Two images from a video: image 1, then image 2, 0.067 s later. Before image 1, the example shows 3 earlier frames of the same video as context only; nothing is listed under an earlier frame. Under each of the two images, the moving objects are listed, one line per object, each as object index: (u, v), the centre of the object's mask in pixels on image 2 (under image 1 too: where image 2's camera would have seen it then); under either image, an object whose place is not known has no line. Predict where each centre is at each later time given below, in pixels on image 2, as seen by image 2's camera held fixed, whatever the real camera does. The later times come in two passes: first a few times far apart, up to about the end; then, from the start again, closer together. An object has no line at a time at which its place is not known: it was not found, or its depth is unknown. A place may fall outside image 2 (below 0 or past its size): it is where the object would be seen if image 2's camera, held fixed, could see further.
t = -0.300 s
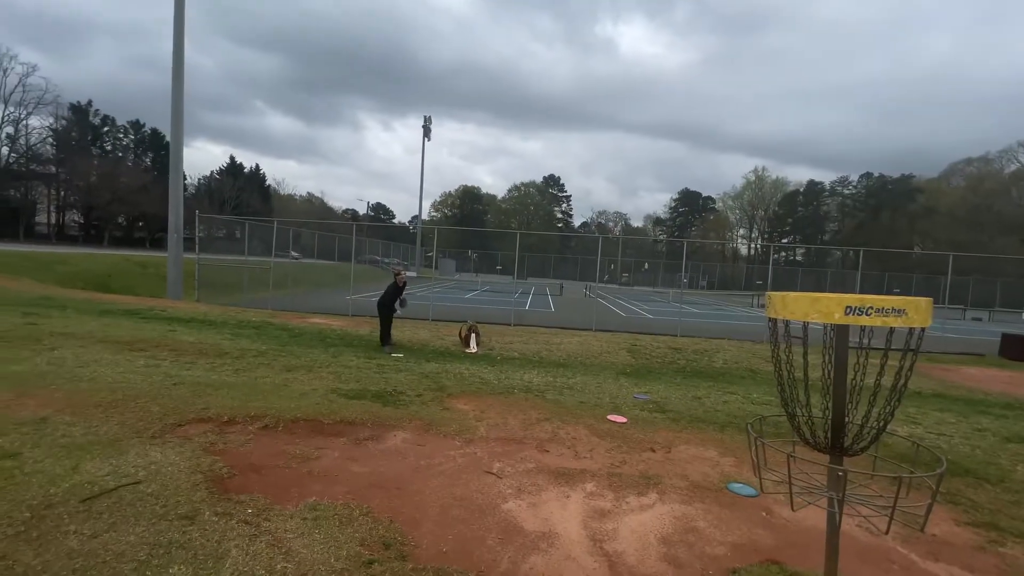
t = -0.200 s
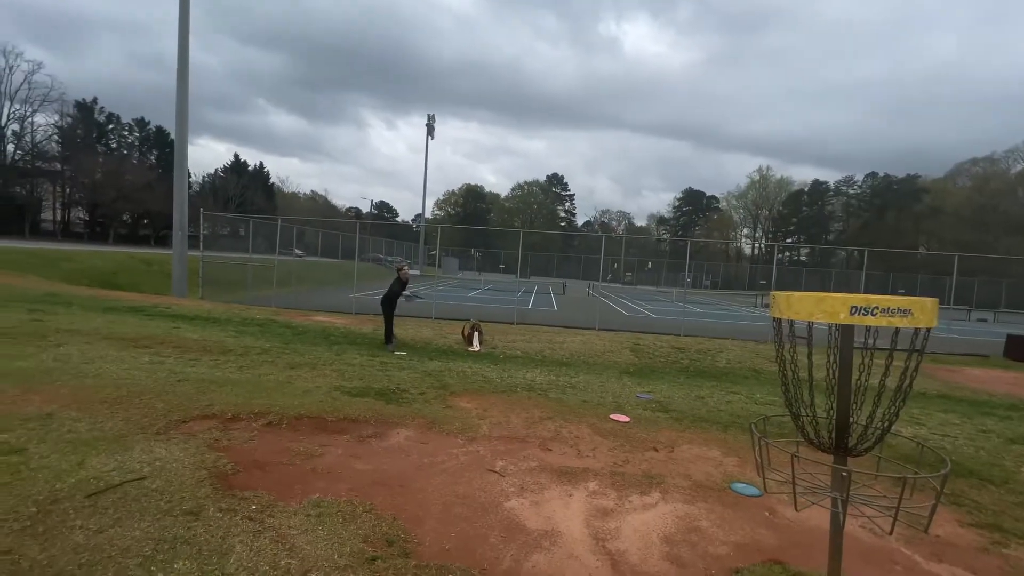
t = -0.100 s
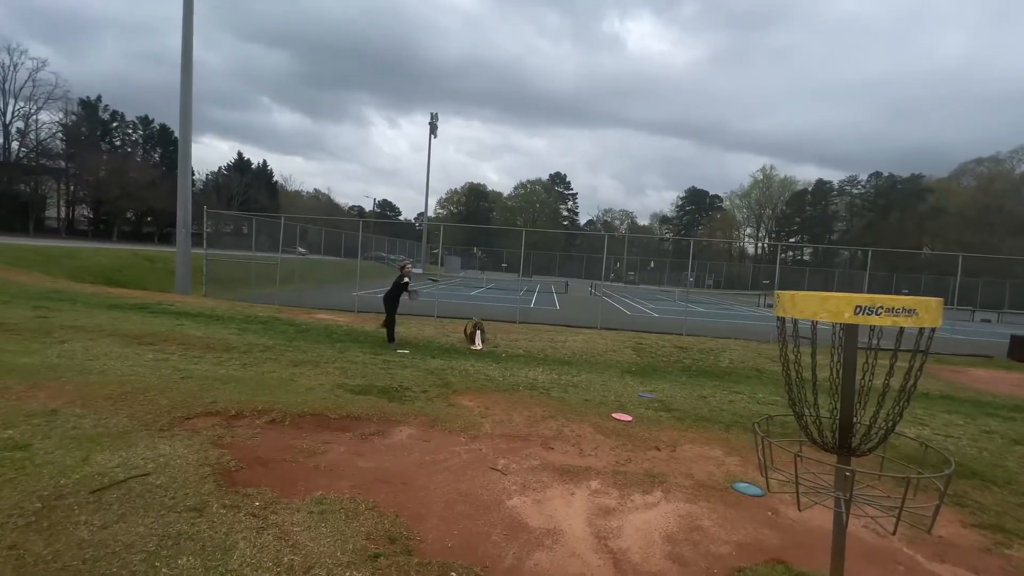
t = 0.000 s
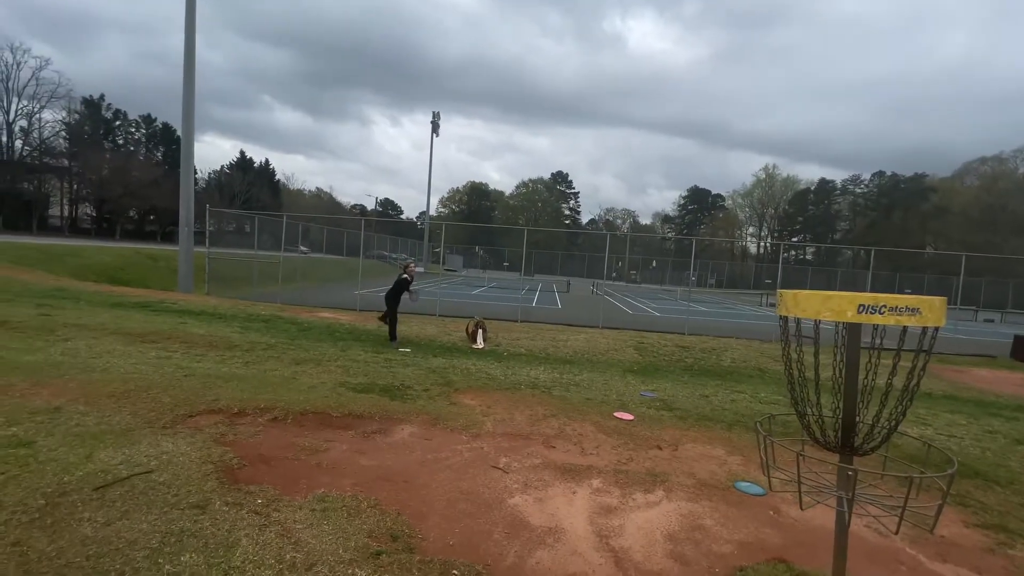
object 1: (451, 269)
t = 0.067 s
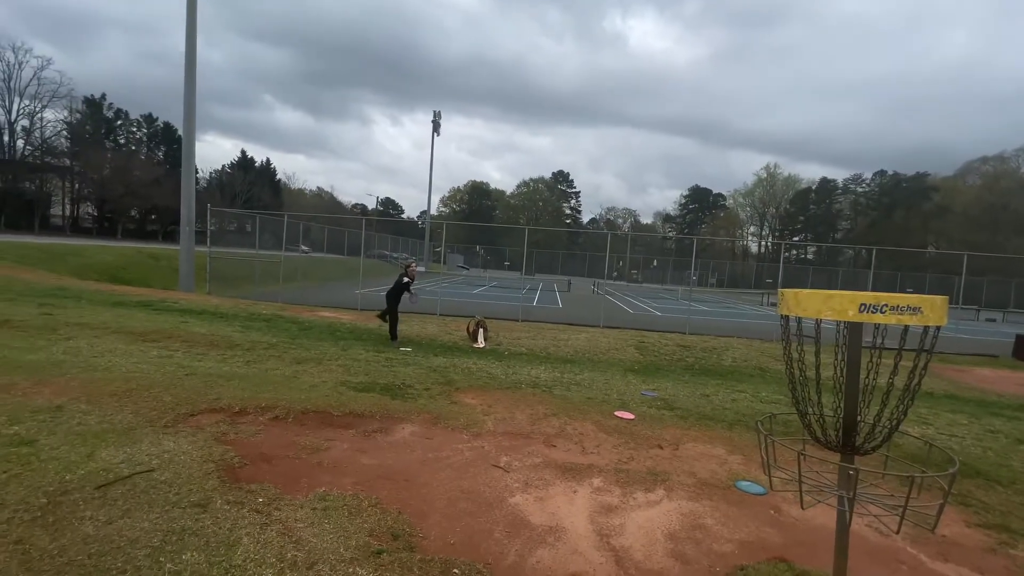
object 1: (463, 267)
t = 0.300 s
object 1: (520, 286)
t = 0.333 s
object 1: (532, 293)
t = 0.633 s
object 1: (749, 481)
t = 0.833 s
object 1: (720, 518)
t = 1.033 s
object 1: (673, 481)
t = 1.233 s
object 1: (630, 499)
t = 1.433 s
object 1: (623, 501)
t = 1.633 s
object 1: (622, 502)
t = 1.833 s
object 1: (622, 502)
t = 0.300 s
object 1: (520, 286)
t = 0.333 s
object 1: (532, 293)
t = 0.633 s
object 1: (749, 481)
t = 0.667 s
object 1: (749, 496)
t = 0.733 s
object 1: (740, 527)
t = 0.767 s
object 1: (737, 543)
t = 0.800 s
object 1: (729, 531)
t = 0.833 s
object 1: (720, 518)
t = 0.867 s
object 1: (713, 506)
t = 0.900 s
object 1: (704, 497)
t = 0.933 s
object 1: (699, 491)
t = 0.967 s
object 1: (688, 486)
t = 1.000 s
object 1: (680, 482)
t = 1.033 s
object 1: (673, 481)
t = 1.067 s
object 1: (664, 482)
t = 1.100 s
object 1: (657, 485)
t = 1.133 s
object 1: (649, 488)
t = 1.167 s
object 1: (642, 494)
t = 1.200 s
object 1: (635, 500)
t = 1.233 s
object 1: (630, 499)
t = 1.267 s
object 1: (628, 497)
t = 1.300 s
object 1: (626, 496)
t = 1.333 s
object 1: (625, 496)
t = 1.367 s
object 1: (624, 497)
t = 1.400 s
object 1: (623, 499)
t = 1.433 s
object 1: (623, 501)
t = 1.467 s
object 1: (622, 500)
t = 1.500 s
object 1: (622, 500)
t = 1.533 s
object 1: (622, 500)
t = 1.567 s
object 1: (622, 501)
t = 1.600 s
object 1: (622, 502)
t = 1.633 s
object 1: (622, 502)
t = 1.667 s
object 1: (622, 502)
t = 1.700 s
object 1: (622, 502)
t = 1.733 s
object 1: (622, 502)
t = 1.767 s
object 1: (622, 502)
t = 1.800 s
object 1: (622, 502)
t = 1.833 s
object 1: (622, 502)
